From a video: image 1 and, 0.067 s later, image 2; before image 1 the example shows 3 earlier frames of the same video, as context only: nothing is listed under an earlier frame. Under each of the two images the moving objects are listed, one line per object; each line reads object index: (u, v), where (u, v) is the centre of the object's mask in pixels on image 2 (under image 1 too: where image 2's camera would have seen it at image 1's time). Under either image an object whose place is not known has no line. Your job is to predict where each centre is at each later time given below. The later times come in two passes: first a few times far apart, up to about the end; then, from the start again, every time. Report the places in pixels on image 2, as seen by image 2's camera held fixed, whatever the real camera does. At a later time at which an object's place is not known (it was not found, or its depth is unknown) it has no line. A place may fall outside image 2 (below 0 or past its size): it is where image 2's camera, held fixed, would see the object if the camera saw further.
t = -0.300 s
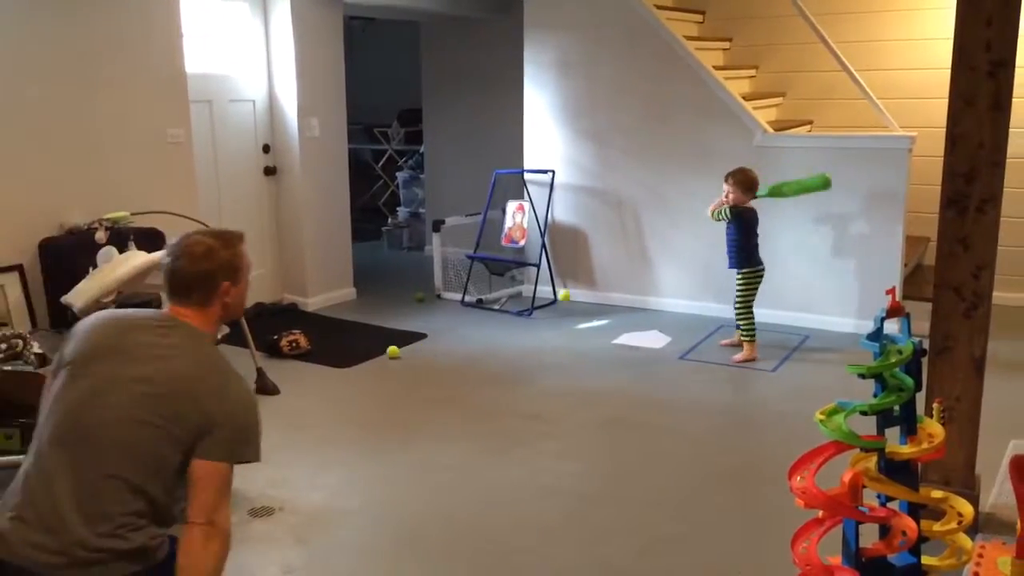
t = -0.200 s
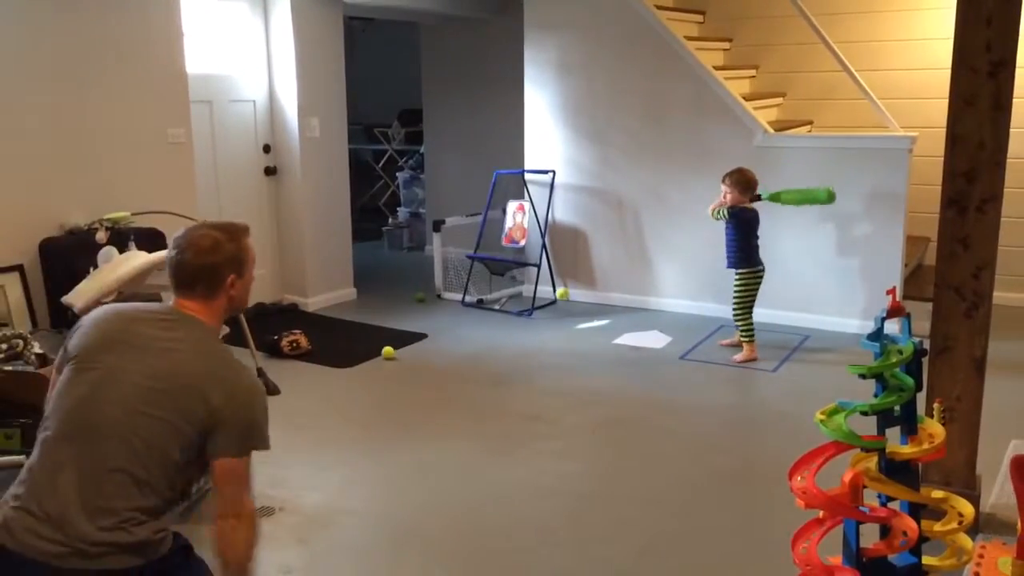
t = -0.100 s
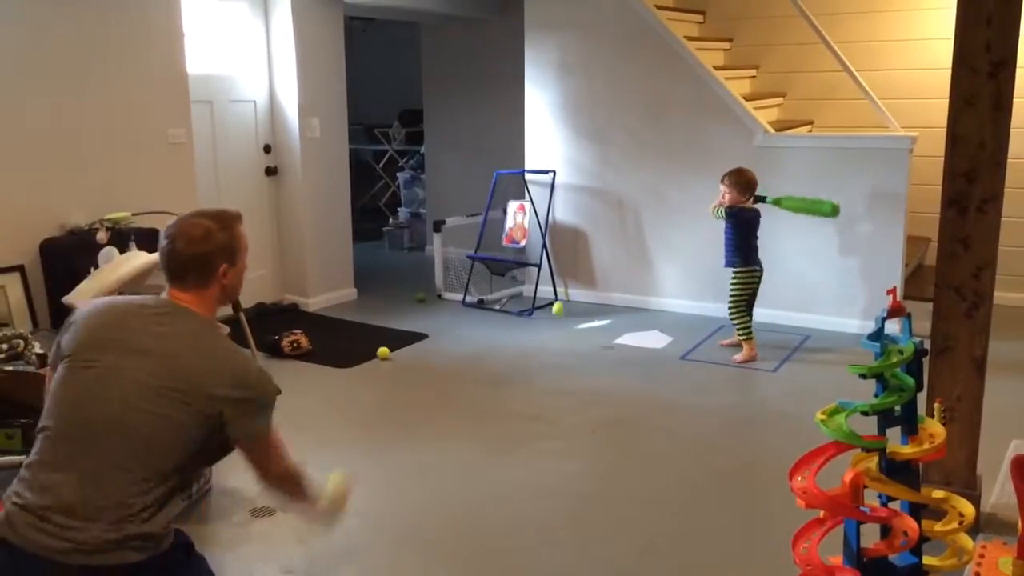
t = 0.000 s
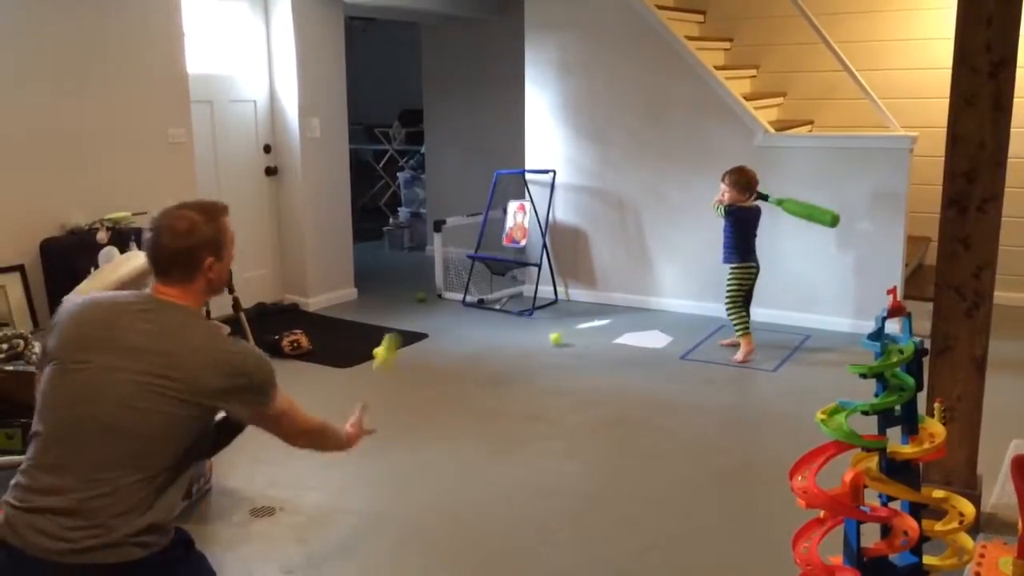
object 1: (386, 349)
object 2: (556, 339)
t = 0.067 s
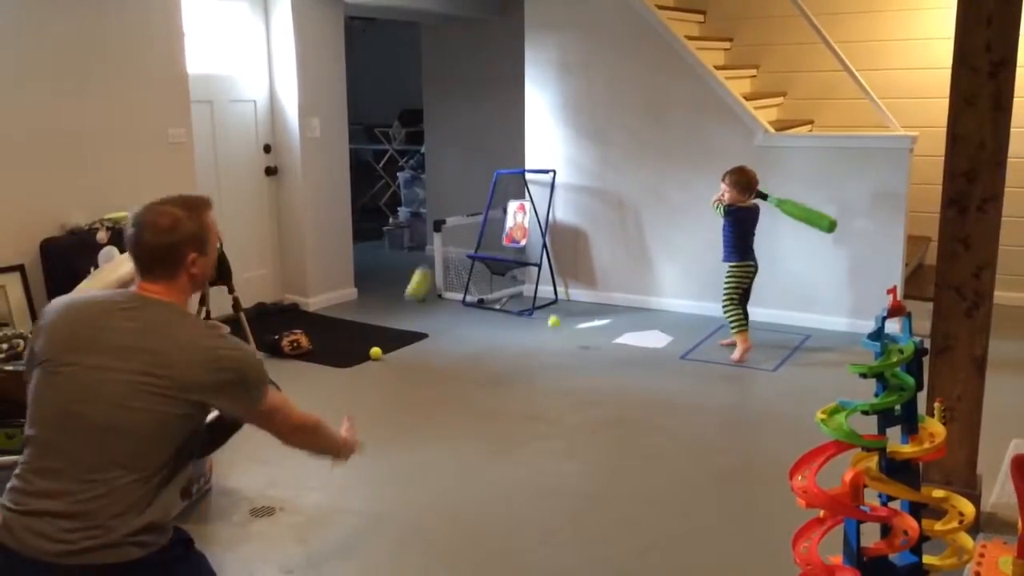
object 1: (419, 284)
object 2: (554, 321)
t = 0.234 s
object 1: (487, 183)
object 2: (552, 311)
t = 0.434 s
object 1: (550, 173)
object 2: (545, 332)
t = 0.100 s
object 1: (432, 256)
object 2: (553, 316)
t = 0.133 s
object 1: (447, 232)
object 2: (553, 311)
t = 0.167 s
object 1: (462, 210)
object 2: (552, 310)
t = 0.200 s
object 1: (475, 195)
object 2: (551, 309)
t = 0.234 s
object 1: (487, 183)
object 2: (552, 311)
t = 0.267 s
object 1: (499, 175)
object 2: (550, 313)
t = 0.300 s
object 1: (510, 169)
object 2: (549, 319)
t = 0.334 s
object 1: (519, 165)
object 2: (548, 326)
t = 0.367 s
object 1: (530, 166)
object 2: (547, 336)
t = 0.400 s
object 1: (542, 169)
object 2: (547, 338)
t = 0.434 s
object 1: (550, 173)
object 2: (545, 332)
